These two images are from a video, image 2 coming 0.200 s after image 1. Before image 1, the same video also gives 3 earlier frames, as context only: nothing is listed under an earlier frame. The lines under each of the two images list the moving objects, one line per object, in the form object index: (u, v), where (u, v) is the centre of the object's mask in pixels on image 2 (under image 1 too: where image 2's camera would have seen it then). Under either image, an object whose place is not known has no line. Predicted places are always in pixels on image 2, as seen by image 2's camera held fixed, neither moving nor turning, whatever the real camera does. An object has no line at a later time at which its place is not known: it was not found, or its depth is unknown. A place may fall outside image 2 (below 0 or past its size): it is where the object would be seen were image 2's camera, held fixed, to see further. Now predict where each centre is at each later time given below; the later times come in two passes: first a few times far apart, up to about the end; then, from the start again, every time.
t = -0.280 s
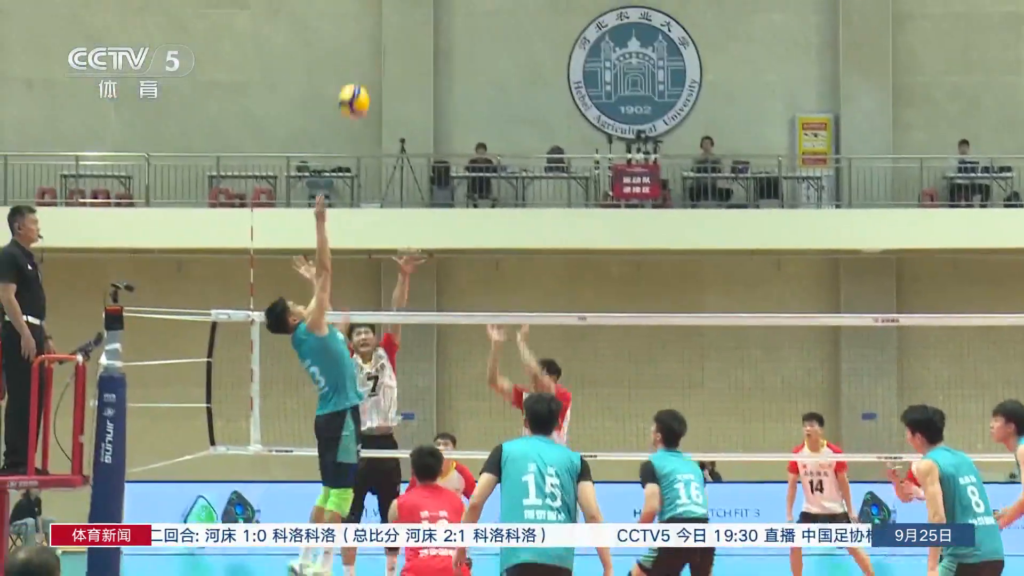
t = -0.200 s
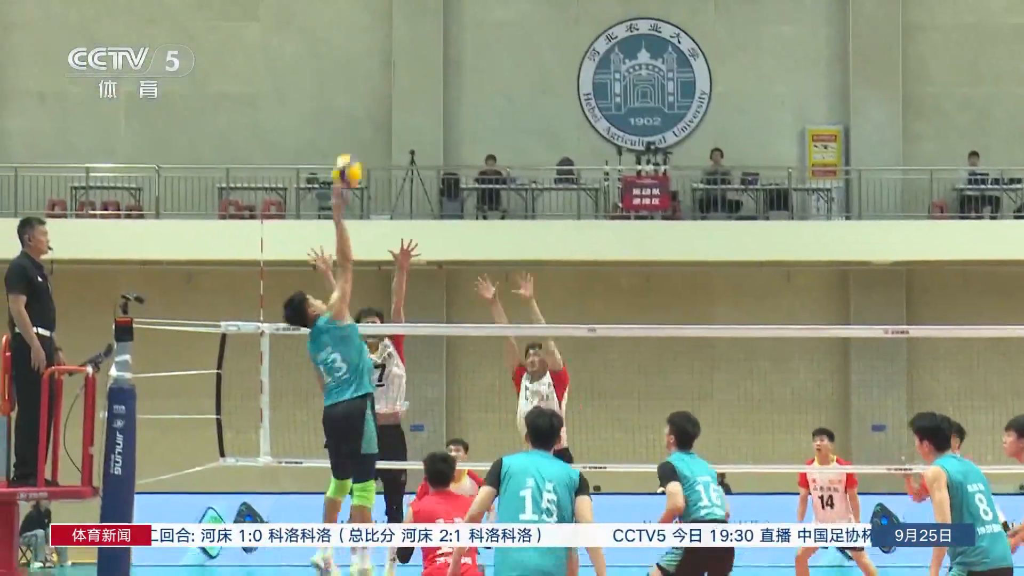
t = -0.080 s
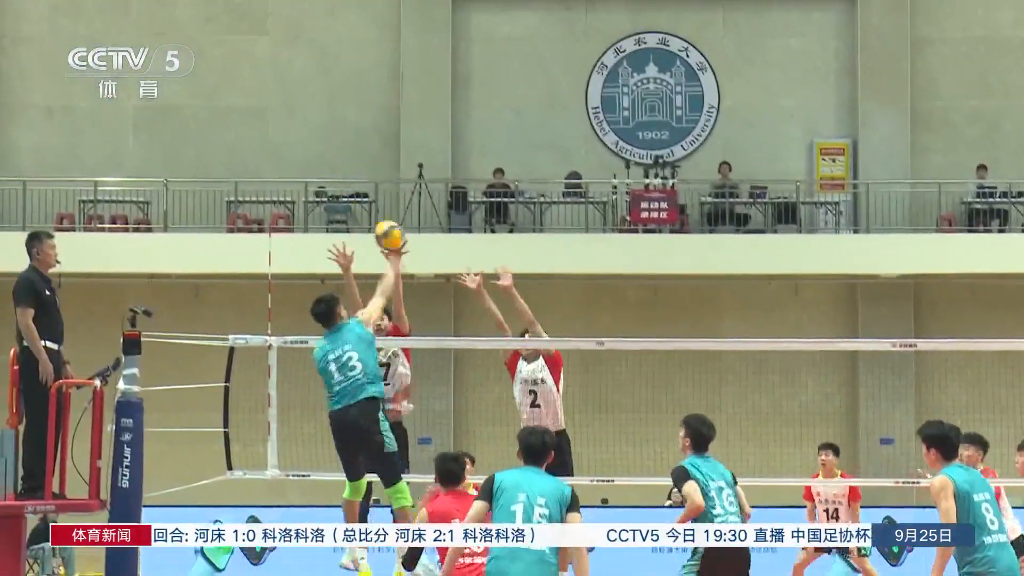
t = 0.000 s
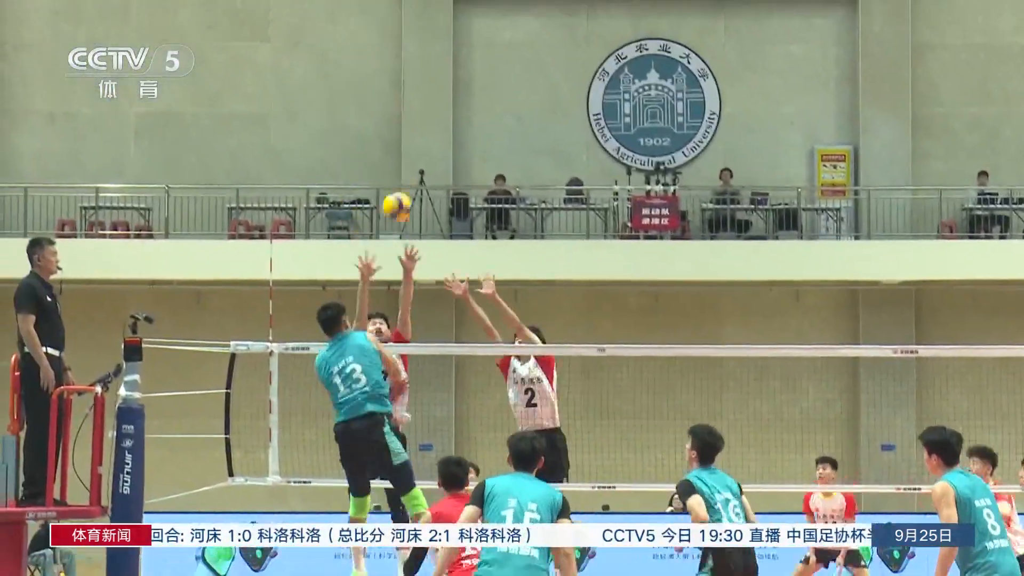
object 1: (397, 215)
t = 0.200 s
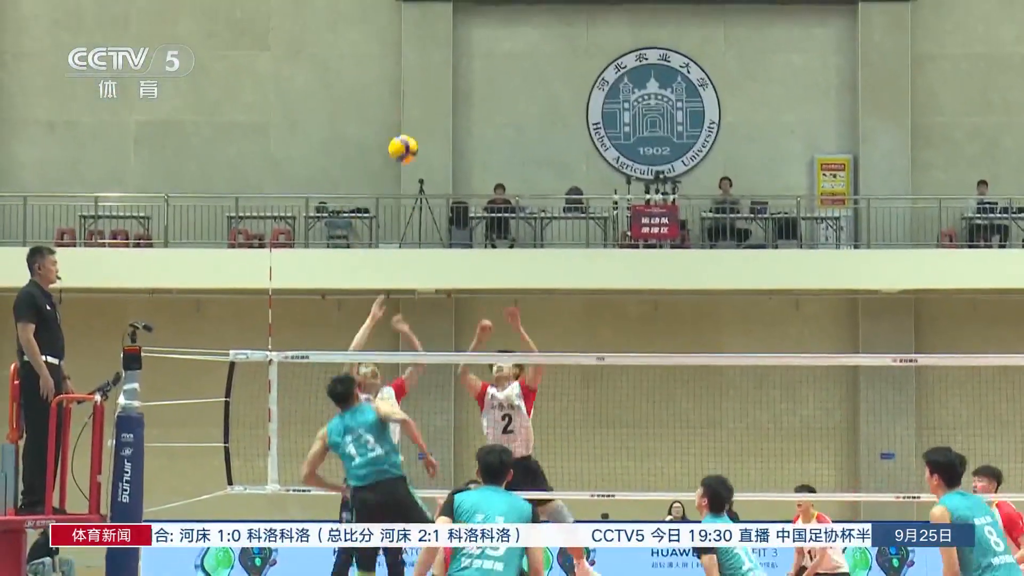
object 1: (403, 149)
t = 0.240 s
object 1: (405, 142)
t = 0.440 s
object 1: (411, 140)
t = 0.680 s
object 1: (417, 207)
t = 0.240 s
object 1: (405, 142)
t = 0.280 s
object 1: (406, 138)
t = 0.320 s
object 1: (407, 135)
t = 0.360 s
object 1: (408, 134)
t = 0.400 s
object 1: (410, 136)
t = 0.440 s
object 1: (411, 140)
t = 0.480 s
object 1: (412, 145)
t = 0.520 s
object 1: (413, 153)
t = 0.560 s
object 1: (415, 163)
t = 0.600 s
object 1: (416, 176)
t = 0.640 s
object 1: (417, 190)
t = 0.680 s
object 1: (417, 207)
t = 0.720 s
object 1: (420, 226)
